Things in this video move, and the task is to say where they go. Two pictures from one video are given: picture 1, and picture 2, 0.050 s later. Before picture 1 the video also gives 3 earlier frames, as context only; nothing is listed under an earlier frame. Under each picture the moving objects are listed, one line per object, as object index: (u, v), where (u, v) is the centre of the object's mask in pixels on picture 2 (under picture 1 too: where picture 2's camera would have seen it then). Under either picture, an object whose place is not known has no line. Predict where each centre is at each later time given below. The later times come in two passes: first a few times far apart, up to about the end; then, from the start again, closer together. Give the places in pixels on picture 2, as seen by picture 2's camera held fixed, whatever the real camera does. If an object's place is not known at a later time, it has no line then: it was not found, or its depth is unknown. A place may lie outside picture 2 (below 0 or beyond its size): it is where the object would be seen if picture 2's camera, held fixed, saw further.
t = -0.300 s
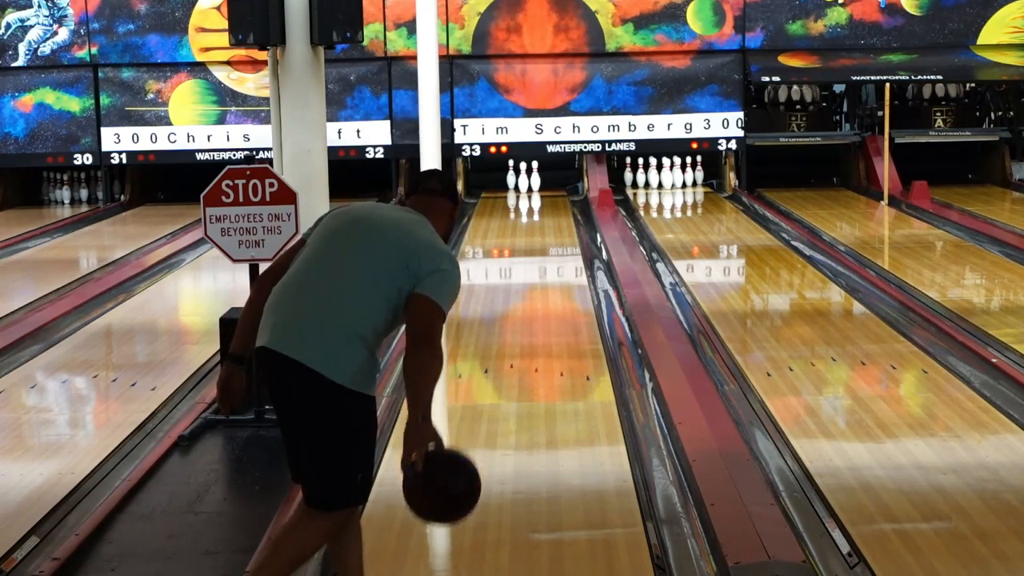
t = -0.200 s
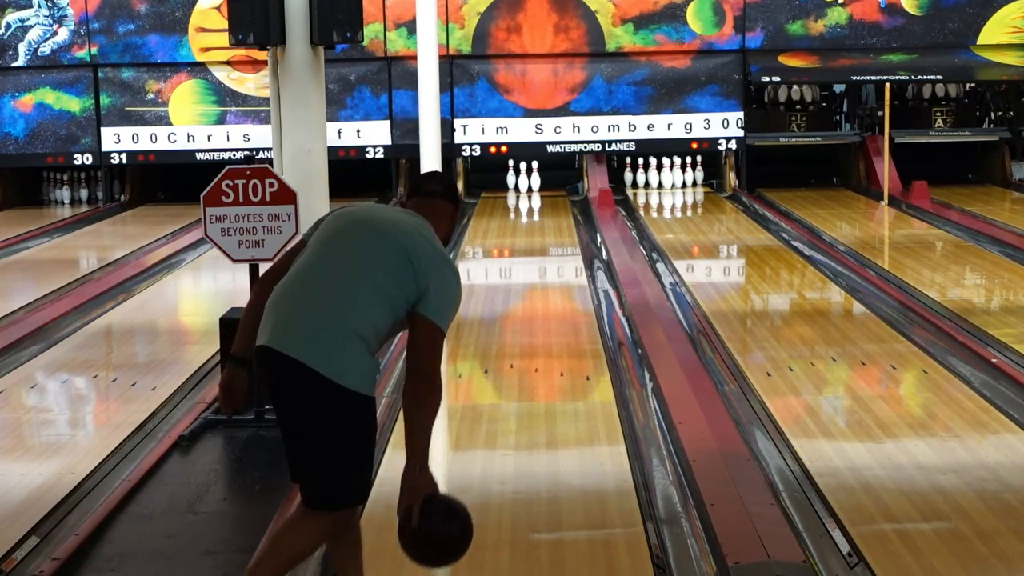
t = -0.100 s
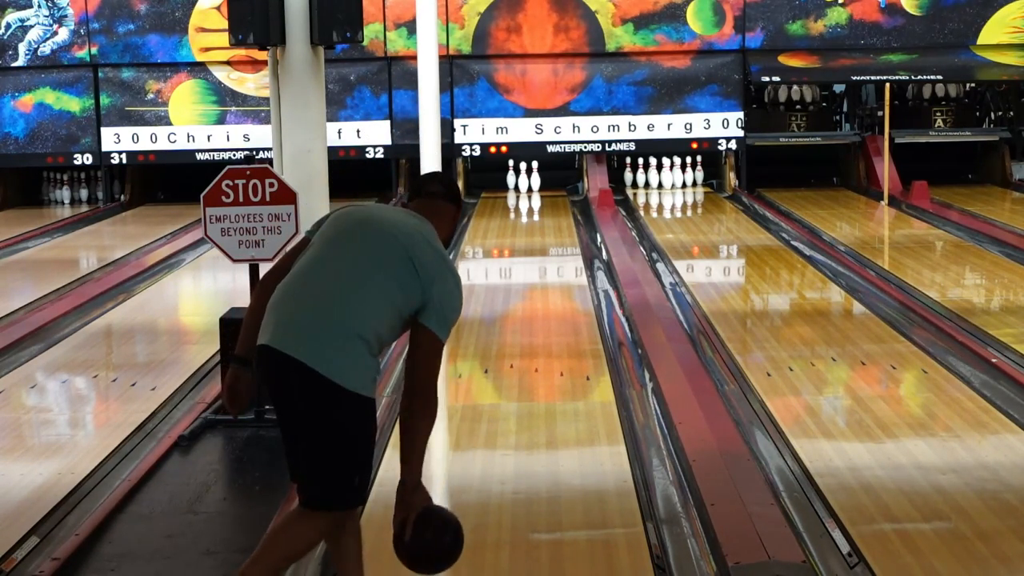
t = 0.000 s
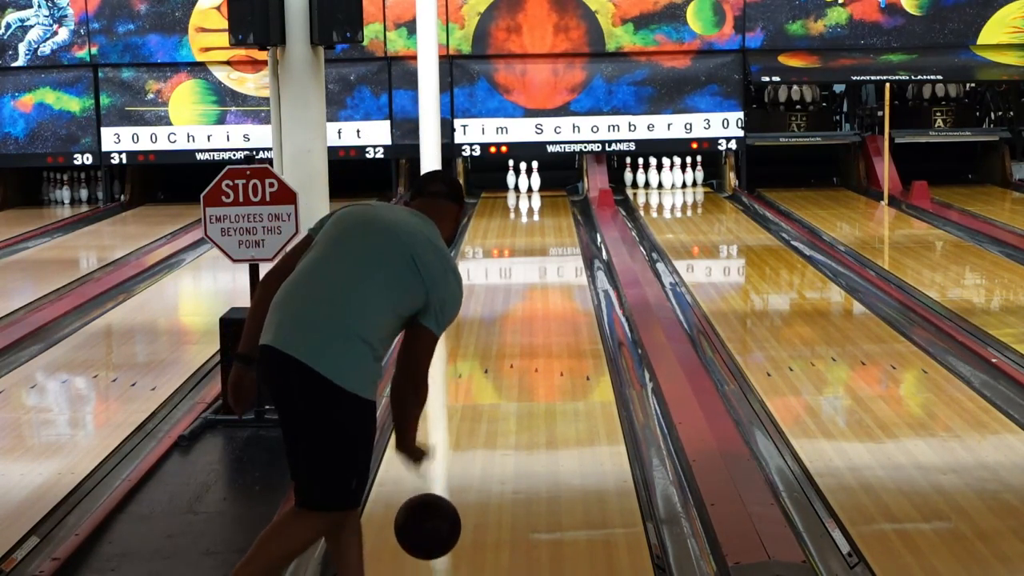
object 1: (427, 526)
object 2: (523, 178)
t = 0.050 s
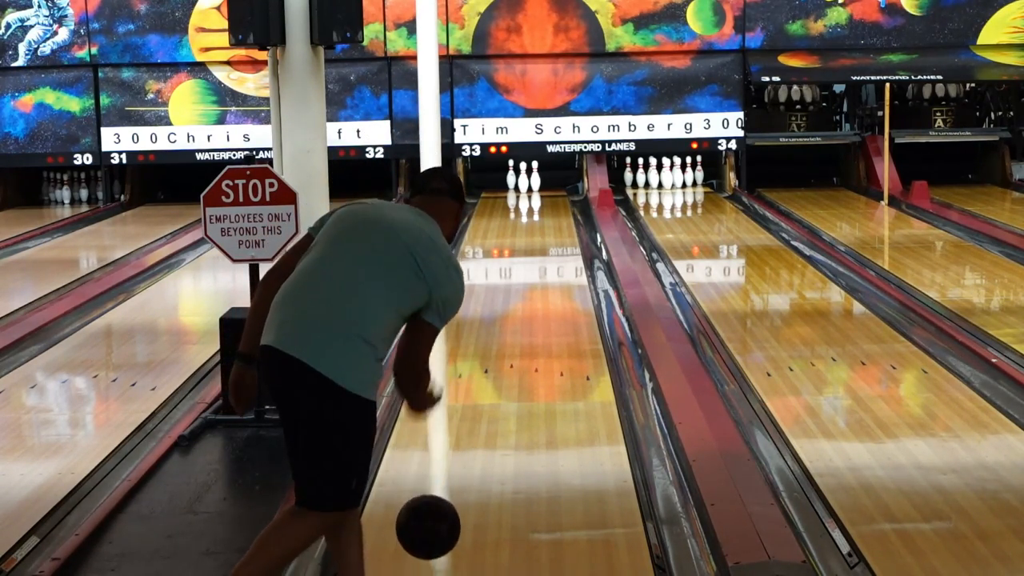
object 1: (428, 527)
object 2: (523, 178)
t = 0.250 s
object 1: (430, 498)
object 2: (523, 178)
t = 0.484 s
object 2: (523, 178)
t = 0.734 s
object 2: (523, 178)
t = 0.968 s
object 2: (523, 178)
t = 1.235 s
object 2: (523, 178)
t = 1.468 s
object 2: (523, 178)
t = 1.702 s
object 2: (523, 178)
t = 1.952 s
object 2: (523, 178)
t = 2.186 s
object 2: (523, 178)
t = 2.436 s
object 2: (523, 178)
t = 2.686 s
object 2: (523, 178)
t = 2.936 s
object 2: (523, 178)
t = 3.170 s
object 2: (523, 178)
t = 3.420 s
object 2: (523, 178)
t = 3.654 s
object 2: (523, 178)
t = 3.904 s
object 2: (523, 178)
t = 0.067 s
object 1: (428, 528)
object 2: (523, 178)
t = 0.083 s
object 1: (428, 531)
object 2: (523, 178)
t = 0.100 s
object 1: (429, 533)
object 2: (523, 178)
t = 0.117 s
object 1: (429, 529)
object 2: (523, 178)
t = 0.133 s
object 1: (429, 524)
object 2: (523, 178)
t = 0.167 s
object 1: (429, 516)
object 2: (523, 178)
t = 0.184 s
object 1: (429, 513)
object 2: (523, 178)
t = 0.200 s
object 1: (429, 509)
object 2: (523, 178)
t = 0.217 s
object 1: (429, 504)
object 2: (523, 178)
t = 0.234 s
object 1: (430, 501)
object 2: (523, 178)
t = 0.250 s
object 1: (430, 498)
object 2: (523, 178)
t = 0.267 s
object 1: (430, 494)
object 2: (523, 178)
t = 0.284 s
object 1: (430, 490)
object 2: (523, 178)
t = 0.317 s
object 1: (430, 483)
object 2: (523, 178)
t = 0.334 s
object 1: (430, 480)
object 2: (523, 178)
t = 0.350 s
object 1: (431, 476)
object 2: (523, 178)
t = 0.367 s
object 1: (431, 473)
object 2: (523, 178)
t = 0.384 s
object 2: (523, 178)
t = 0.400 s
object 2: (523, 178)
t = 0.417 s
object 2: (523, 178)
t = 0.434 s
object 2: (523, 178)
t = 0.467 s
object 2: (523, 178)
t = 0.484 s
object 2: (523, 178)
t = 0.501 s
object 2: (523, 178)
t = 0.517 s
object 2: (523, 178)
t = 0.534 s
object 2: (523, 178)
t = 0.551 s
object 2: (523, 178)
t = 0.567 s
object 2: (523, 178)
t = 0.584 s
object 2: (523, 178)
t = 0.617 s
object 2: (523, 178)
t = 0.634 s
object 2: (523, 178)
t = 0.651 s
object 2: (523, 178)
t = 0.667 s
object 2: (523, 178)
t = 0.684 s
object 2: (523, 178)
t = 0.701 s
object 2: (523, 178)
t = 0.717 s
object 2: (523, 178)
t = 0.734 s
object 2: (523, 178)
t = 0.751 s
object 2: (523, 178)
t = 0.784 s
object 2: (523, 178)
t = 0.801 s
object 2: (523, 178)
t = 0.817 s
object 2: (523, 178)
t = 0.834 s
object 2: (523, 178)
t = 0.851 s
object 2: (523, 178)
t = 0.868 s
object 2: (523, 178)
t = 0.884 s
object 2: (523, 178)
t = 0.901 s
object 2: (523, 178)
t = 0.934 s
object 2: (523, 178)
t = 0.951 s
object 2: (523, 178)
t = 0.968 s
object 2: (523, 178)
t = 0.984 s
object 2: (523, 178)
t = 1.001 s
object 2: (523, 178)
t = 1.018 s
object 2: (523, 178)
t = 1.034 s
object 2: (523, 178)
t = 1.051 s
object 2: (523, 178)
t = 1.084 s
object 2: (523, 178)
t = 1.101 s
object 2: (523, 178)
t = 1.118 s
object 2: (523, 178)
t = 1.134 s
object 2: (523, 178)
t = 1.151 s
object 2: (523, 178)
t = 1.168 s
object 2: (523, 178)
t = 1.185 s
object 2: (523, 178)
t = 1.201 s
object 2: (523, 178)
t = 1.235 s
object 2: (523, 178)
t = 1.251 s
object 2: (523, 178)
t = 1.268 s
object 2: (523, 178)
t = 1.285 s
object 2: (523, 178)
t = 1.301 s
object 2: (523, 178)
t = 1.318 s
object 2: (523, 178)
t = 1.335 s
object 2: (523, 178)
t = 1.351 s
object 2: (523, 178)
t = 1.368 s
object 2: (523, 178)
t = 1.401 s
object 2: (523, 178)
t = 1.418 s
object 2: (523, 178)
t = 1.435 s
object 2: (523, 178)
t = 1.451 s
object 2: (523, 178)
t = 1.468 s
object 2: (523, 178)
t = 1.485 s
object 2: (523, 178)
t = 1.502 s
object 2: (523, 178)
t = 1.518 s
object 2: (523, 178)
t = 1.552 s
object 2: (523, 178)
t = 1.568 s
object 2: (523, 178)
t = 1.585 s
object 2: (523, 178)
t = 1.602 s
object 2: (523, 178)
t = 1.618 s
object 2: (523, 178)
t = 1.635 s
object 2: (523, 178)
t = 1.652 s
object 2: (523, 178)
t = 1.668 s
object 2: (523, 178)
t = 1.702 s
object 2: (523, 178)
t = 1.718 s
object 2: (523, 178)
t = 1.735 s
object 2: (523, 178)
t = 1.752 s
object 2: (523, 178)
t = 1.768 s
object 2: (523, 178)
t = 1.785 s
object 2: (523, 178)
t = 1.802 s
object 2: (523, 178)
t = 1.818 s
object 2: (523, 178)
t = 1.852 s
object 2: (523, 178)
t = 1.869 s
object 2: (523, 178)
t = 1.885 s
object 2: (523, 178)
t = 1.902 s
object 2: (523, 178)
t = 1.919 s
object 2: (523, 178)
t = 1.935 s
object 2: (523, 178)
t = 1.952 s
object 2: (523, 178)
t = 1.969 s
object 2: (523, 178)
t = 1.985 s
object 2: (523, 178)
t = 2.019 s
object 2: (523, 178)
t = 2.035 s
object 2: (523, 178)
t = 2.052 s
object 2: (523, 178)
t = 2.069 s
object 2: (523, 178)
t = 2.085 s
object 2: (523, 178)
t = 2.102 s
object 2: (523, 178)
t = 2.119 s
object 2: (523, 178)
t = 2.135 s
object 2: (523, 178)
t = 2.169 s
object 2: (523, 178)
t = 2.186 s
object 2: (523, 178)
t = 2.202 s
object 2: (523, 178)
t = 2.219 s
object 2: (523, 178)
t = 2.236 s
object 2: (523, 178)
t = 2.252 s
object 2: (523, 178)
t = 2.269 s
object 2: (523, 178)
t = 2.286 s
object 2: (523, 178)
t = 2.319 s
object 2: (523, 178)
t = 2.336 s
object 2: (523, 178)
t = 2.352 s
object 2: (523, 178)
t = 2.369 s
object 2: (523, 178)
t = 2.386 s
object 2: (523, 178)
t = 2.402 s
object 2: (523, 178)
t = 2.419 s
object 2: (523, 178)
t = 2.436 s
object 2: (523, 178)
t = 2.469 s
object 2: (523, 178)
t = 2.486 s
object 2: (523, 178)
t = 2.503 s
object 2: (523, 178)
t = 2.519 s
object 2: (523, 178)
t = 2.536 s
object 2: (523, 178)
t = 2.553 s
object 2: (523, 178)
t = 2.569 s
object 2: (523, 178)
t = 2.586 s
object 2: (523, 178)
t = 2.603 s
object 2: (523, 178)
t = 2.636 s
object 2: (523, 178)
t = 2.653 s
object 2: (523, 178)
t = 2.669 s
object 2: (523, 178)
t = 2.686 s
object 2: (523, 178)
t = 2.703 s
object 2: (523, 178)
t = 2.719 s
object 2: (523, 178)
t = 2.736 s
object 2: (523, 178)
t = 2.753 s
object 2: (523, 178)
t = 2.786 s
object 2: (523, 178)
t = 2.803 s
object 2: (523, 178)
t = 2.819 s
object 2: (523, 178)
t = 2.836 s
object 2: (523, 178)
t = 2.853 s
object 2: (523, 178)
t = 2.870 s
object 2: (523, 178)
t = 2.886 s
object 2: (523, 178)
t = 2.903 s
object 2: (523, 178)
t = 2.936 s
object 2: (523, 178)
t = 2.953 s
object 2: (523, 178)
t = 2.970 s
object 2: (523, 178)
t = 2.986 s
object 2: (523, 178)
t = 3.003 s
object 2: (523, 178)
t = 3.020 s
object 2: (523, 178)
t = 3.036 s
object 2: (523, 178)
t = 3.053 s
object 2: (523, 178)
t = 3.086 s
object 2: (523, 178)
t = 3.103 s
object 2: (523, 178)
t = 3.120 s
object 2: (523, 178)
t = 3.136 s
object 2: (523, 178)
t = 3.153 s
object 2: (523, 178)
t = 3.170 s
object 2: (523, 178)
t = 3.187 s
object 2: (523, 178)
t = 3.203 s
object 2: (523, 178)
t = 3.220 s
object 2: (523, 178)
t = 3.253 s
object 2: (523, 178)
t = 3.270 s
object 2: (523, 178)
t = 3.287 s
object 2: (523, 178)
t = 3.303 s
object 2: (523, 178)
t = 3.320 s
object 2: (523, 178)
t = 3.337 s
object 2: (523, 178)
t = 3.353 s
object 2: (523, 178)
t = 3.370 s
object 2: (523, 178)
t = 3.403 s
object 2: (523, 178)
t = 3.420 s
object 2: (523, 178)
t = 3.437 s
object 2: (523, 178)
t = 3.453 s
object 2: (523, 178)
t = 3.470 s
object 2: (523, 178)
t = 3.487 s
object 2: (523, 178)
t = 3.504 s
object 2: (523, 178)
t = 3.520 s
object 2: (523, 178)
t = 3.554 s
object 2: (523, 178)
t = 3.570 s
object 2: (523, 178)
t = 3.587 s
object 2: (523, 178)
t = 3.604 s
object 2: (523, 178)
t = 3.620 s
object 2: (523, 178)
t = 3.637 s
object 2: (523, 178)
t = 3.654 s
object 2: (523, 178)
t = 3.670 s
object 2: (523, 178)
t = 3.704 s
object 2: (523, 178)
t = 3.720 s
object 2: (523, 178)
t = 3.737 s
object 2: (523, 178)
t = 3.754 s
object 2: (523, 178)
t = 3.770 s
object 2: (523, 178)
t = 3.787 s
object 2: (523, 178)
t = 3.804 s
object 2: (523, 178)
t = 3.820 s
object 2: (523, 178)
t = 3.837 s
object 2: (523, 178)
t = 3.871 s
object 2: (523, 178)
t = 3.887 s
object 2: (523, 178)
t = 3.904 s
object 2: (523, 178)
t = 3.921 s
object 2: (523, 178)
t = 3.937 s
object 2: (523, 178)
